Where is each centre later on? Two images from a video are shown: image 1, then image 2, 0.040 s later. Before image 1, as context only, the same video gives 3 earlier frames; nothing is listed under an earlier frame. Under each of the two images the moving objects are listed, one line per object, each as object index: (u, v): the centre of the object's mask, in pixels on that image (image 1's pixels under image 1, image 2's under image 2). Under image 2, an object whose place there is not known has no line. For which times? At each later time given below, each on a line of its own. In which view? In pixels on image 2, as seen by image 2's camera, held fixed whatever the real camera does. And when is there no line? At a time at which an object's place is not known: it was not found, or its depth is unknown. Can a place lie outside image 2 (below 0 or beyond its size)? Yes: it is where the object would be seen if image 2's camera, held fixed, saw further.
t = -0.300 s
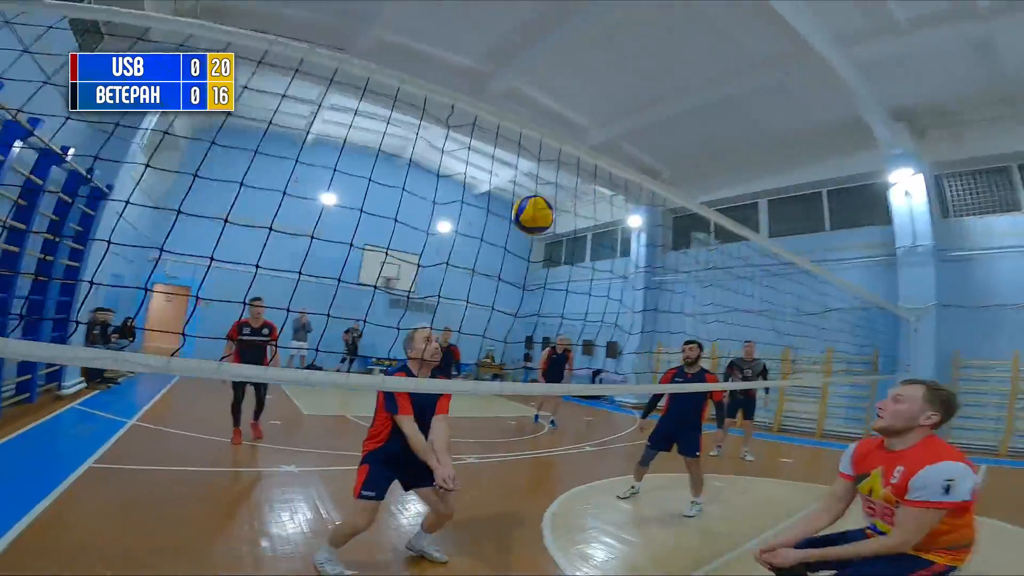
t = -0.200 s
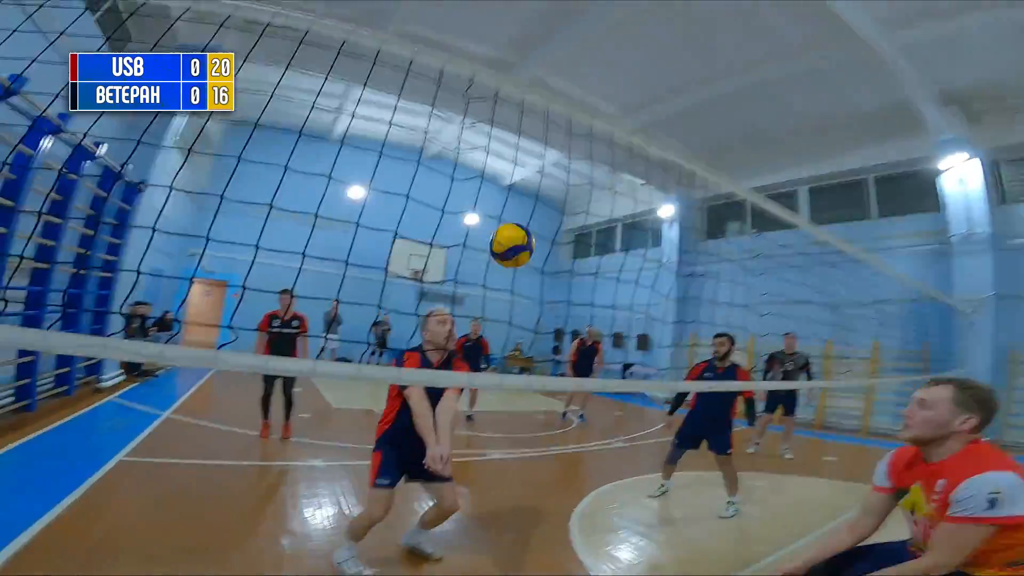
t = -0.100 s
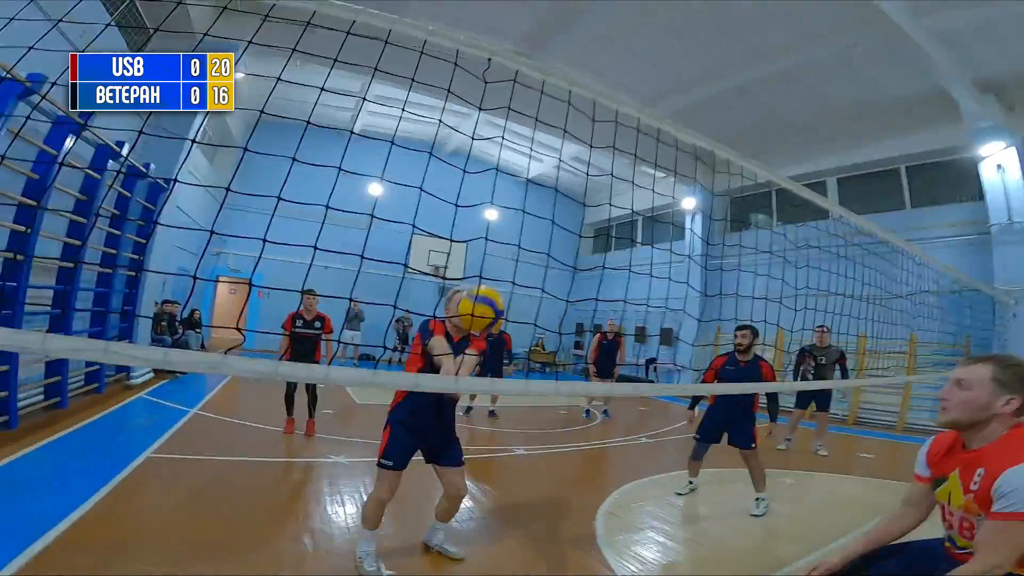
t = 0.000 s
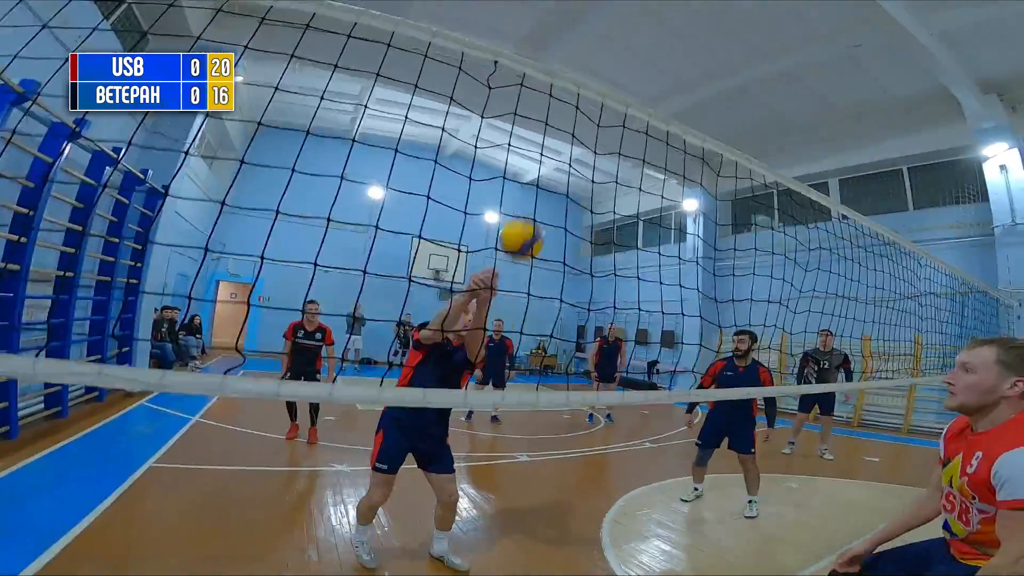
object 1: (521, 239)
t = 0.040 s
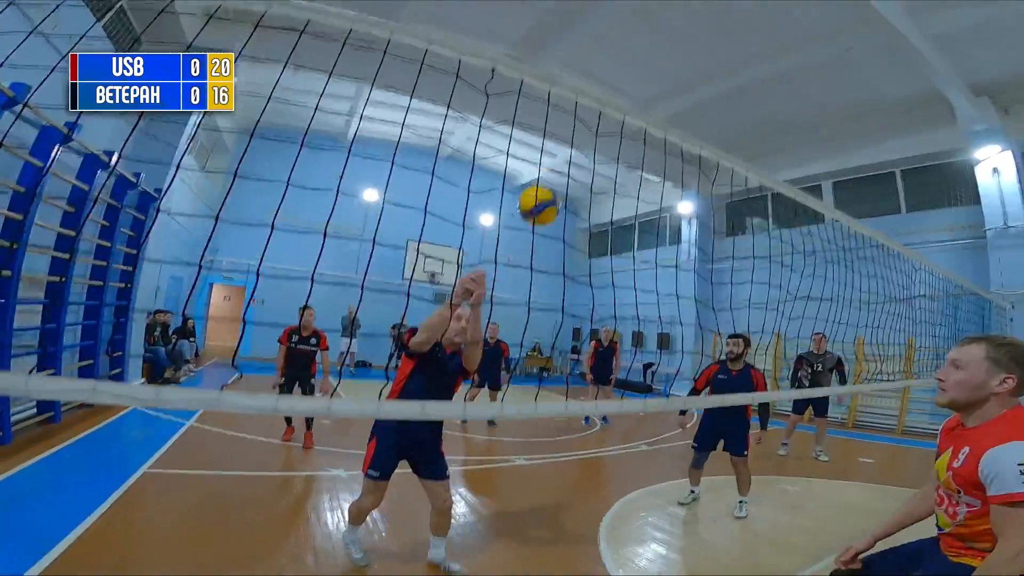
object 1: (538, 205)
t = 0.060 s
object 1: (549, 190)
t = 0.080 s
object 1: (559, 176)
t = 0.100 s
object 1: (570, 163)
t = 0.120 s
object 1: (579, 150)
